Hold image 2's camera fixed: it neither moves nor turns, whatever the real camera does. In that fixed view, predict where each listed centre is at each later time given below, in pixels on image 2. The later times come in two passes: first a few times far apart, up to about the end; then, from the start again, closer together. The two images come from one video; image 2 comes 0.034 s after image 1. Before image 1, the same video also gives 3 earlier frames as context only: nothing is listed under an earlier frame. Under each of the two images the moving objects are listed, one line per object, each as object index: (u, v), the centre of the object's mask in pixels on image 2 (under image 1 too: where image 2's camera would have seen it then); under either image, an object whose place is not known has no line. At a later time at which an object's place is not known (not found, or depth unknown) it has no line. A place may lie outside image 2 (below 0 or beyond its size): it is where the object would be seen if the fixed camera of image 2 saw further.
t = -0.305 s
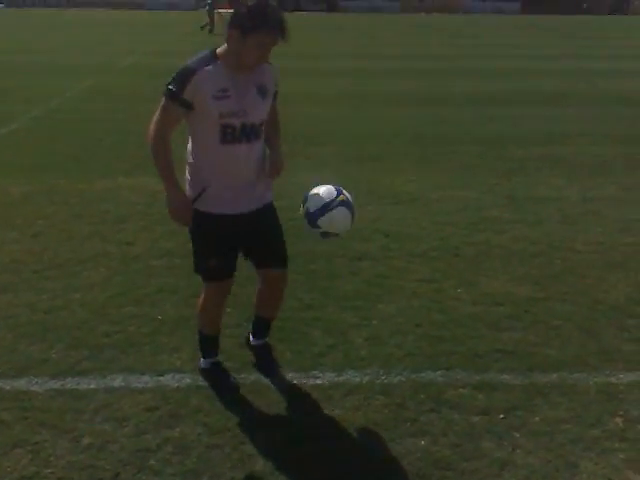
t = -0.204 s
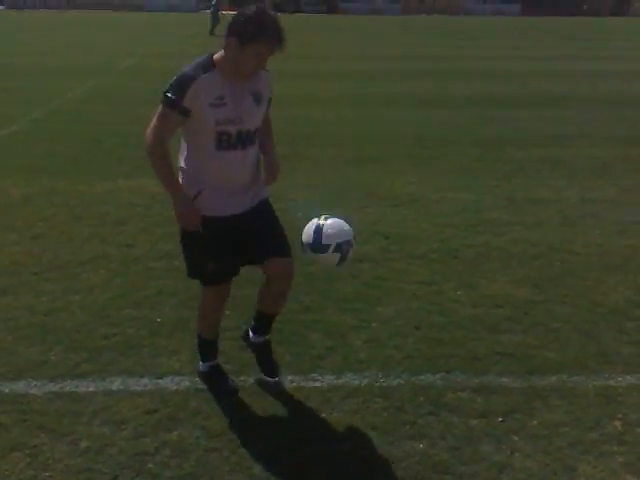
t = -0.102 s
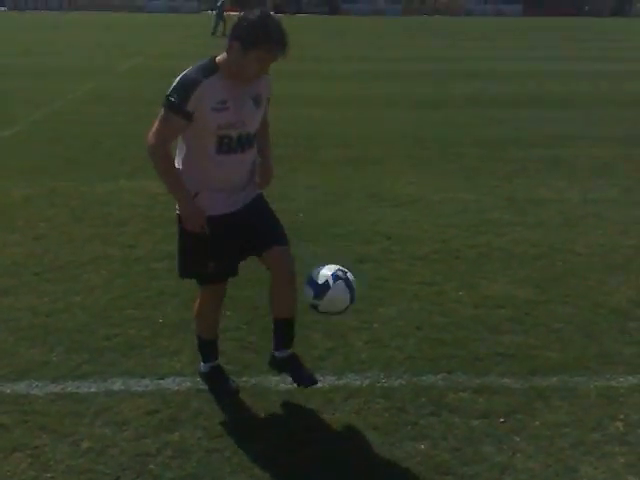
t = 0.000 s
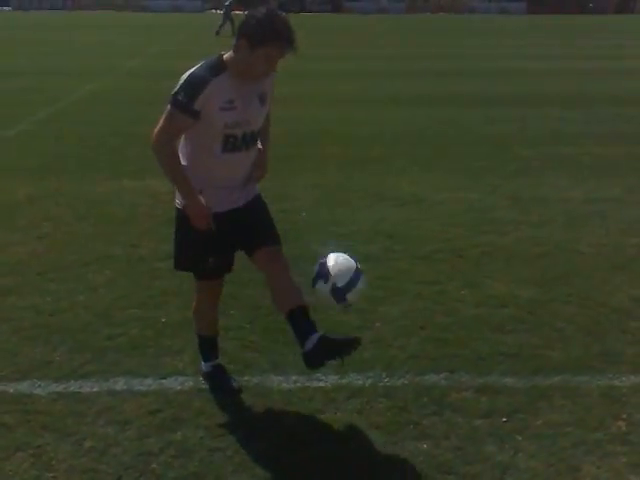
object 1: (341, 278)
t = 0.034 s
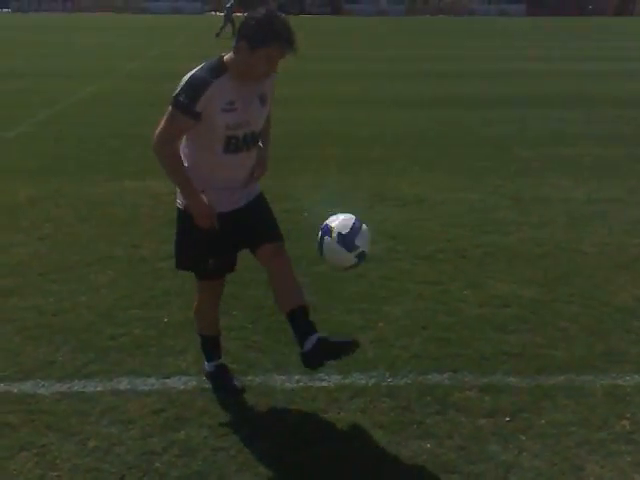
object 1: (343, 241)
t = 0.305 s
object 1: (366, 40)
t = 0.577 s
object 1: (378, 35)
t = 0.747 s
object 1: (382, 110)
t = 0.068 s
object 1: (346, 204)
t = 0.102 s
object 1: (351, 170)
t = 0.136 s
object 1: (354, 140)
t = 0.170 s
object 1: (355, 115)
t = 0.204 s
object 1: (359, 90)
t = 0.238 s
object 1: (364, 67)
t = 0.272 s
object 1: (365, 51)
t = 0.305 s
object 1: (366, 40)
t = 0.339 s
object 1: (367, 29)
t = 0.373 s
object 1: (371, 20)
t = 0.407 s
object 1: (371, 19)
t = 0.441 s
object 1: (373, 17)
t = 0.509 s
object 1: (379, 16)
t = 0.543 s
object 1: (379, 23)
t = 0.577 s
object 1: (378, 35)
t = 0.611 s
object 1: (381, 45)
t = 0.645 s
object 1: (382, 57)
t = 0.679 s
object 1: (380, 73)
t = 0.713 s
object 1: (382, 90)
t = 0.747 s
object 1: (382, 110)
